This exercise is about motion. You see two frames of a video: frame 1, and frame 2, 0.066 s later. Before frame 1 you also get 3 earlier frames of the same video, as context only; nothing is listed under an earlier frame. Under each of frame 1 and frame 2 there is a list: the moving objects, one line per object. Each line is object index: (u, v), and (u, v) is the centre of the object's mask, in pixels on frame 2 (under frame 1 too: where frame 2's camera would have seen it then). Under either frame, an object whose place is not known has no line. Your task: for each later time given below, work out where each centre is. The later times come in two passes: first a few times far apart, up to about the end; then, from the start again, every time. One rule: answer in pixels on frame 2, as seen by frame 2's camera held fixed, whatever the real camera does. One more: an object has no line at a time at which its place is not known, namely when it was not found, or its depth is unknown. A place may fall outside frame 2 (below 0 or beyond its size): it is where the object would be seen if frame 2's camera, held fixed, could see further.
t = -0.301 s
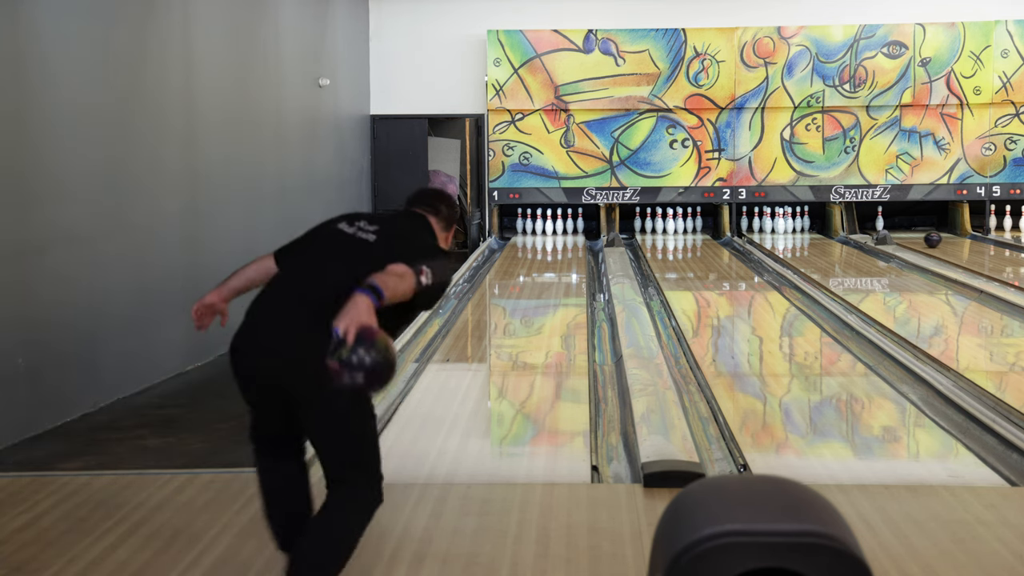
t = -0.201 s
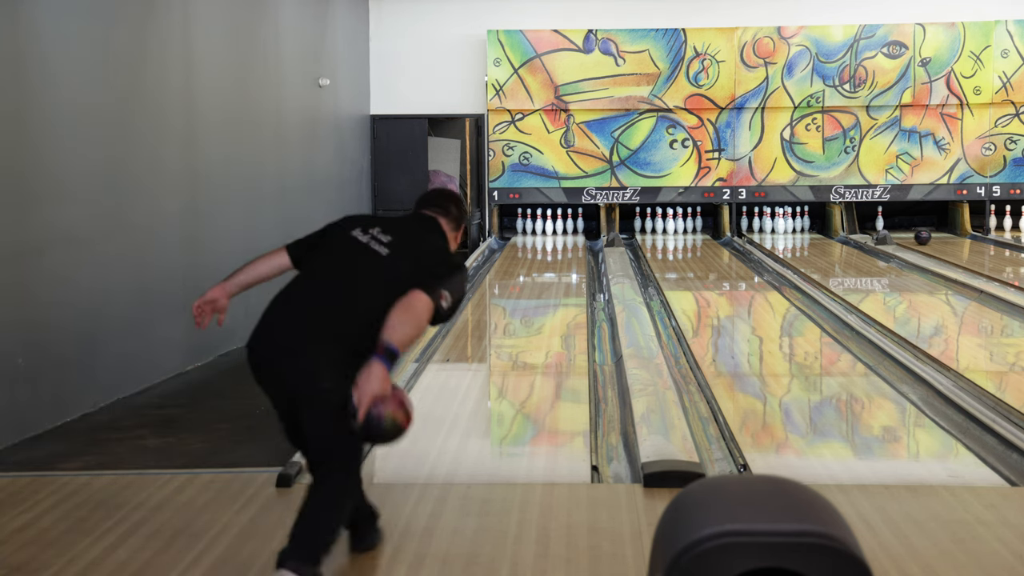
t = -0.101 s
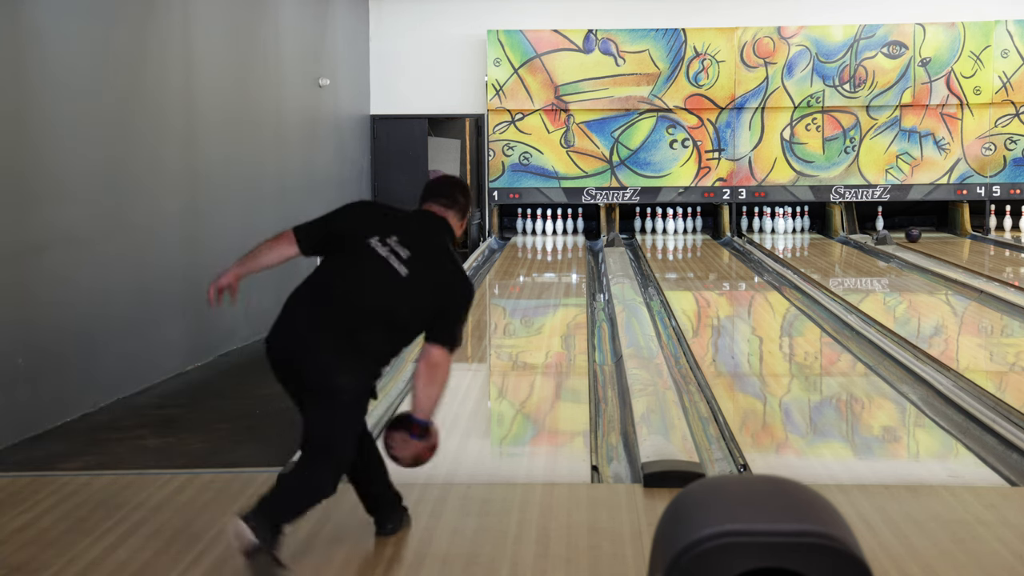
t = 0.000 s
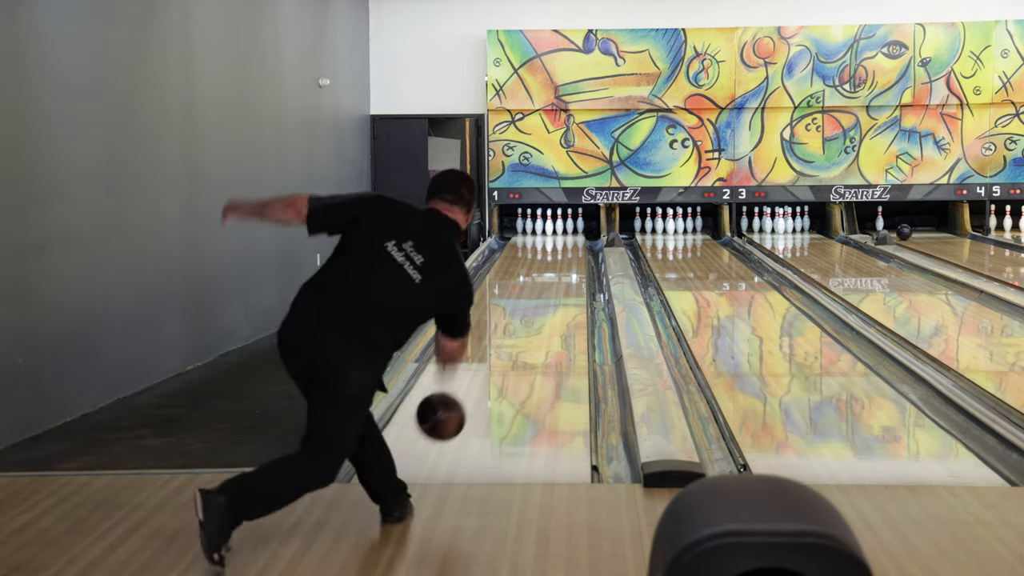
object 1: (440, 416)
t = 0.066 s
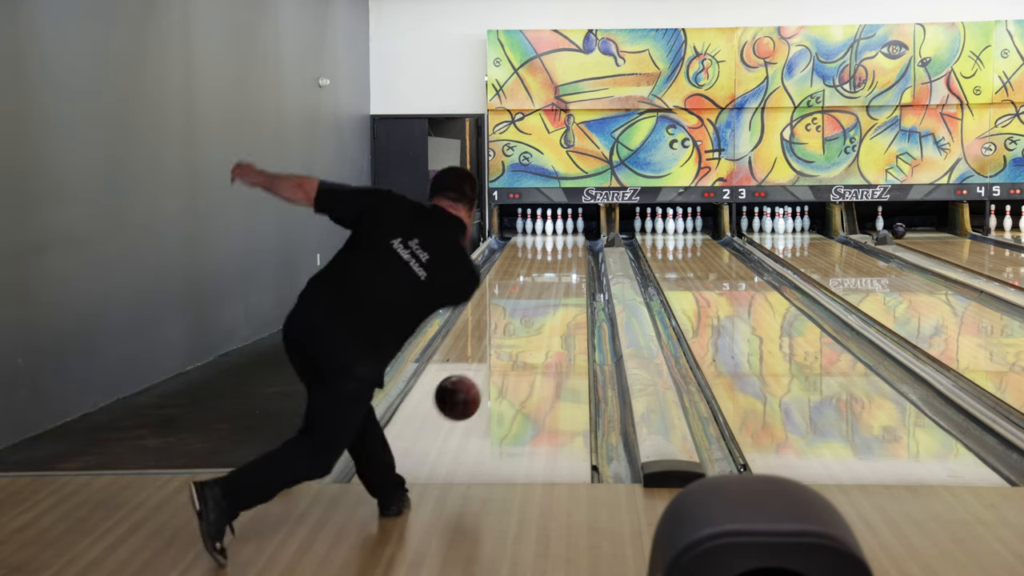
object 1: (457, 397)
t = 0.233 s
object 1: (490, 394)
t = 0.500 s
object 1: (524, 346)
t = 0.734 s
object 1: (543, 315)
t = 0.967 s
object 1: (557, 291)
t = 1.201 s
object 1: (567, 274)
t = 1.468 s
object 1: (574, 258)
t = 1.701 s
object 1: (575, 247)
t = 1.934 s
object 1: (570, 238)
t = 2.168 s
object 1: (559, 231)
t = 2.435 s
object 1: (559, 226)
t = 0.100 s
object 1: (465, 392)
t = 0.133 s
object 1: (472, 389)
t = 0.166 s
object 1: (478, 389)
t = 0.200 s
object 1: (484, 391)
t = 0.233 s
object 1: (490, 394)
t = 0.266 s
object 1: (495, 387)
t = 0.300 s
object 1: (500, 378)
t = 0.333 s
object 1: (505, 371)
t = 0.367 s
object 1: (509, 366)
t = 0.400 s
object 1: (513, 362)
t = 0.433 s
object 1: (517, 356)
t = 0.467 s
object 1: (521, 351)
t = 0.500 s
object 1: (524, 346)
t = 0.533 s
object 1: (527, 341)
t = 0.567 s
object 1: (530, 336)
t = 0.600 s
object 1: (533, 331)
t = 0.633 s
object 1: (536, 327)
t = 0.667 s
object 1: (539, 323)
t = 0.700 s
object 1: (541, 318)
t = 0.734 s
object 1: (543, 315)
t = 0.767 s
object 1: (546, 310)
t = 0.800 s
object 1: (548, 307)
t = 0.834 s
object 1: (550, 304)
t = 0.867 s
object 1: (552, 300)
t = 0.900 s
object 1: (554, 297)
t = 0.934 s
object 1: (556, 294)
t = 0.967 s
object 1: (557, 291)
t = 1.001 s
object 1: (559, 288)
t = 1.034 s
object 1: (560, 286)
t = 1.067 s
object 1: (562, 283)
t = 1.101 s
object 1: (563, 281)
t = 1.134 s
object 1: (565, 279)
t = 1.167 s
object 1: (566, 276)
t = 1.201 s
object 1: (567, 274)
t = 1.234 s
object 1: (568, 272)
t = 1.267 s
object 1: (570, 270)
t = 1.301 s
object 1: (570, 267)
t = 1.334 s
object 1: (571, 266)
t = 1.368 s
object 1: (572, 263)
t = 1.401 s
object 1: (573, 262)
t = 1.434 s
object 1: (574, 259)
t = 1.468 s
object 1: (574, 258)
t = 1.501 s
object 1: (574, 256)
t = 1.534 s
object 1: (575, 254)
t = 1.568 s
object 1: (575, 253)
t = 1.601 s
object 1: (576, 251)
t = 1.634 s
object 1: (576, 250)
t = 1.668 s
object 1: (575, 248)
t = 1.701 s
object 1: (575, 247)
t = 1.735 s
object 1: (575, 245)
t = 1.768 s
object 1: (575, 244)
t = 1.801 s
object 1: (574, 243)
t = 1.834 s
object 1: (573, 241)
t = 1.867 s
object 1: (572, 240)
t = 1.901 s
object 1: (571, 239)
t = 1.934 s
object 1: (570, 238)
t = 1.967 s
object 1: (569, 237)
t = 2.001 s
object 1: (567, 236)
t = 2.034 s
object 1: (566, 234)
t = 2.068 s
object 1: (565, 233)
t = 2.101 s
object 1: (563, 233)
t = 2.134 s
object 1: (561, 232)
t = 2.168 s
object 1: (559, 231)
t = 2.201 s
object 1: (557, 230)
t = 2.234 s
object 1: (556, 229)
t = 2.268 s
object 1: (556, 228)
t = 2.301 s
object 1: (556, 228)
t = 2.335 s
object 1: (557, 226)
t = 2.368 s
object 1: (557, 227)
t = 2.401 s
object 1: (557, 227)
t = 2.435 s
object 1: (559, 226)
